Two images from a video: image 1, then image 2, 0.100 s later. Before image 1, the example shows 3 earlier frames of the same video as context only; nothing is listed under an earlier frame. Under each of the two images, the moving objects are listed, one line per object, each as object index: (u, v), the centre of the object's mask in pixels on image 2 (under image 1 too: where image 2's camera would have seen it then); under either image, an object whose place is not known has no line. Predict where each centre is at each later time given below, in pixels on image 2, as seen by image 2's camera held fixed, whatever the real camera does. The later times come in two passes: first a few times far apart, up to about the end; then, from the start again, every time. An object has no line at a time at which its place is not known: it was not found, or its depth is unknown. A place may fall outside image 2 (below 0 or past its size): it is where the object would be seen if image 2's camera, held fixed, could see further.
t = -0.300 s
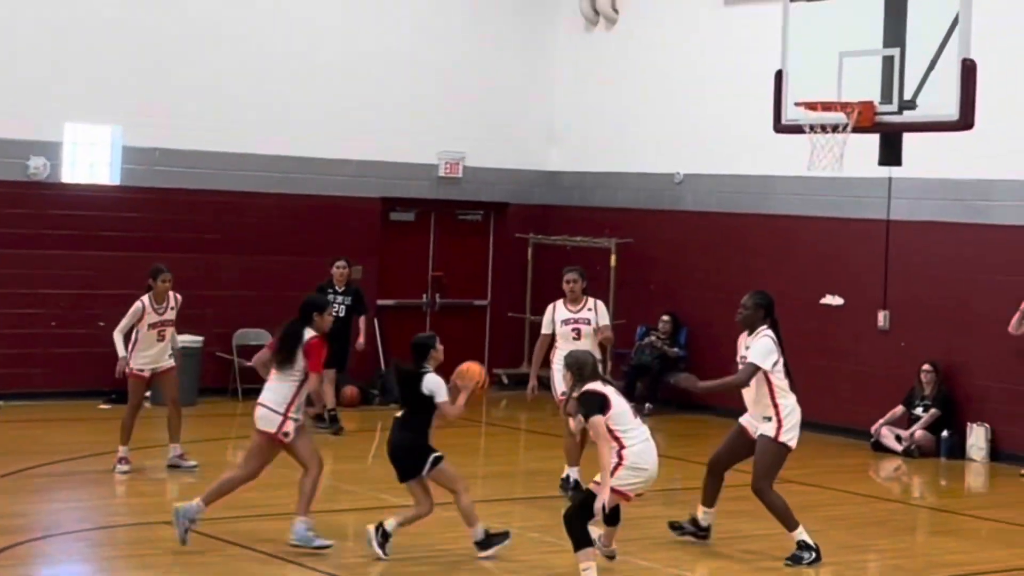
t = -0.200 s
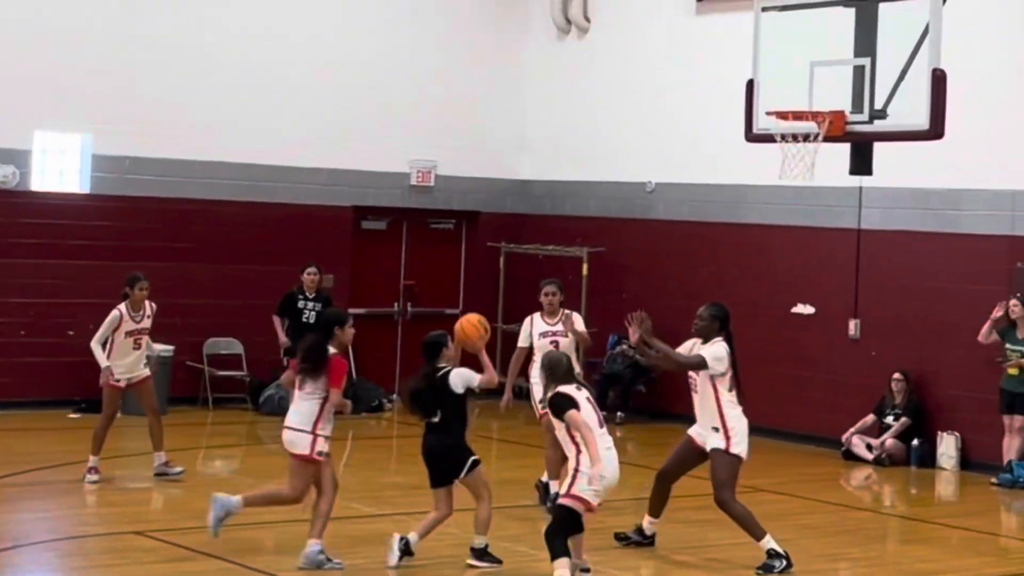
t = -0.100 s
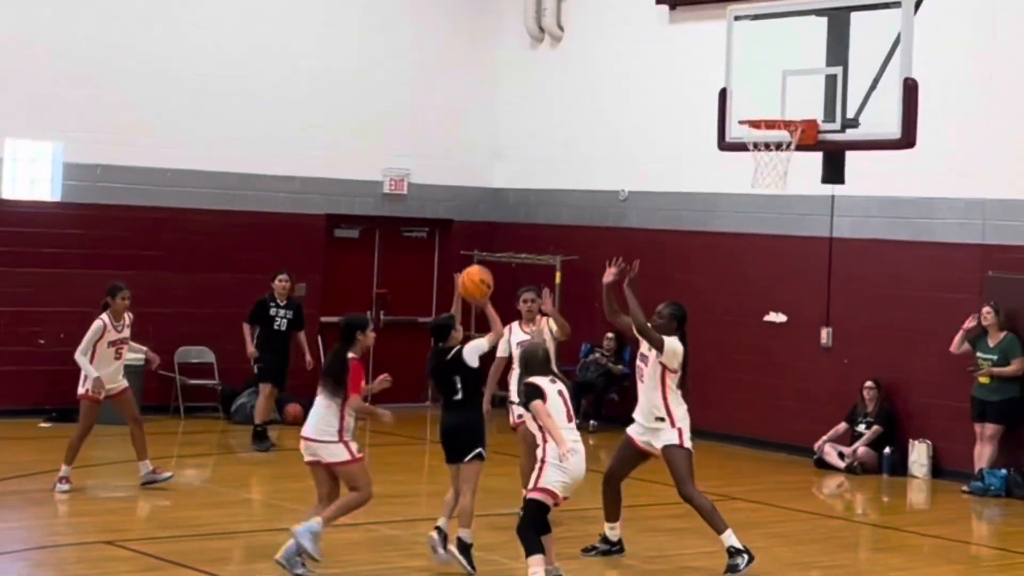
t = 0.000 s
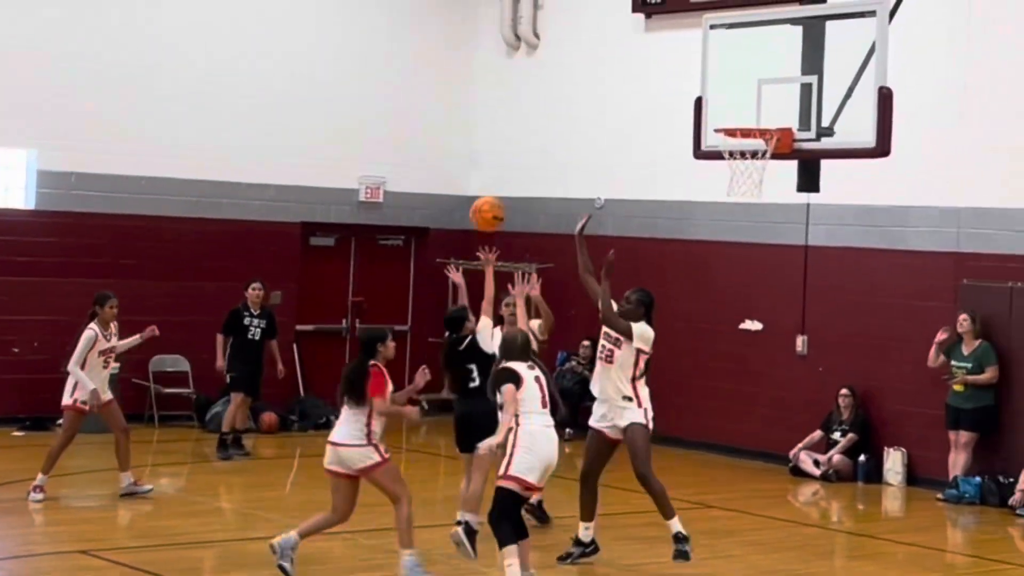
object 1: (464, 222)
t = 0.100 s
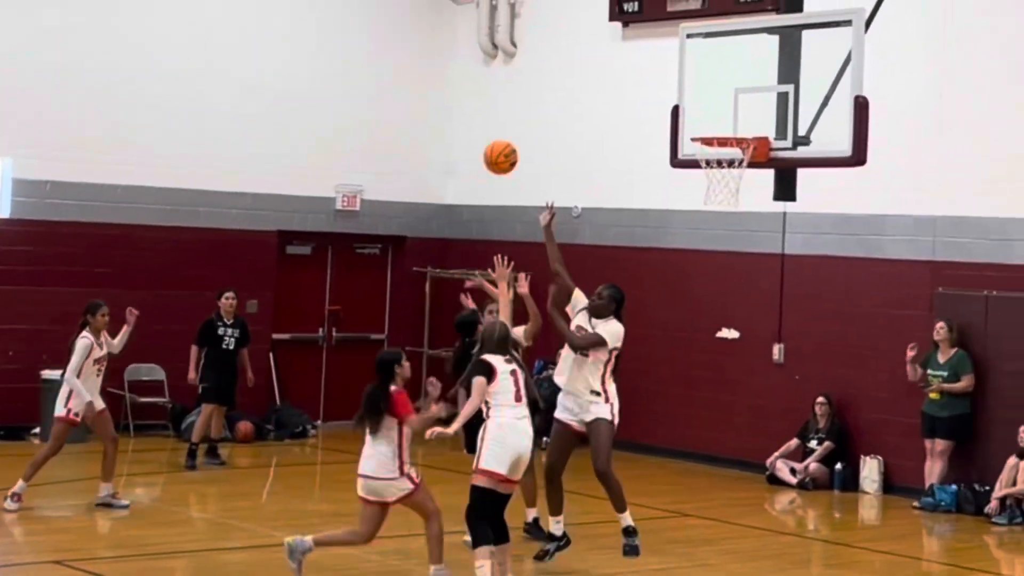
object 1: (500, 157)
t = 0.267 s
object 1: (556, 85)
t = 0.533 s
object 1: (637, 57)
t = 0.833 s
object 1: (711, 120)
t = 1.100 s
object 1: (734, 116)
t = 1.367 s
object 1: (703, 127)
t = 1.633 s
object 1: (746, 163)
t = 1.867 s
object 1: (742, 196)
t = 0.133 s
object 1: (512, 139)
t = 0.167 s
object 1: (524, 123)
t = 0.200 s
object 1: (535, 109)
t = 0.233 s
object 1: (546, 96)
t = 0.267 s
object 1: (556, 85)
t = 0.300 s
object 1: (567, 76)
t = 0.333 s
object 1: (577, 69)
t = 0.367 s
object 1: (588, 63)
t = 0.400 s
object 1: (598, 59)
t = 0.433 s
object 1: (608, 56)
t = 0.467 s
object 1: (618, 55)
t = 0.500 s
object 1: (627, 55)
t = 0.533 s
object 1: (637, 57)
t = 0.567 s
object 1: (646, 60)
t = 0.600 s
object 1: (655, 65)
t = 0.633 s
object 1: (664, 72)
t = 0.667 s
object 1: (673, 80)
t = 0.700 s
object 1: (681, 90)
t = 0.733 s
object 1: (690, 101)
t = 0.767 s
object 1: (698, 113)
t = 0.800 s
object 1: (705, 123)
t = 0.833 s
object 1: (711, 120)
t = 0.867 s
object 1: (717, 118)
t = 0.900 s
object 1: (722, 118)
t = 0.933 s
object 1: (727, 120)
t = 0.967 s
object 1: (733, 123)
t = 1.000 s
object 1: (738, 126)
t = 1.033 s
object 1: (741, 126)
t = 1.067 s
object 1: (737, 121)
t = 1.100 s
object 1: (734, 116)
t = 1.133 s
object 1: (730, 113)
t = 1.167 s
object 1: (726, 111)
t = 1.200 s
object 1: (723, 111)
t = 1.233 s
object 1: (719, 112)
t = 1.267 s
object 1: (715, 114)
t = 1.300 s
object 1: (711, 119)
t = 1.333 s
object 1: (707, 123)
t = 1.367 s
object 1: (703, 127)
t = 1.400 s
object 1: (709, 127)
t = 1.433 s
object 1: (715, 128)
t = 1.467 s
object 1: (720, 133)
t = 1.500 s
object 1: (726, 138)
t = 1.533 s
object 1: (732, 145)
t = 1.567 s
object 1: (737, 152)
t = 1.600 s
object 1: (742, 158)
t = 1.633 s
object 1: (746, 163)
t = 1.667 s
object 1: (748, 166)
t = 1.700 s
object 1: (750, 169)
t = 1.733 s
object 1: (750, 172)
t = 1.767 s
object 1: (749, 179)
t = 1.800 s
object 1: (748, 183)
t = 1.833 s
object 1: (745, 189)
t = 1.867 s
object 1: (742, 196)
